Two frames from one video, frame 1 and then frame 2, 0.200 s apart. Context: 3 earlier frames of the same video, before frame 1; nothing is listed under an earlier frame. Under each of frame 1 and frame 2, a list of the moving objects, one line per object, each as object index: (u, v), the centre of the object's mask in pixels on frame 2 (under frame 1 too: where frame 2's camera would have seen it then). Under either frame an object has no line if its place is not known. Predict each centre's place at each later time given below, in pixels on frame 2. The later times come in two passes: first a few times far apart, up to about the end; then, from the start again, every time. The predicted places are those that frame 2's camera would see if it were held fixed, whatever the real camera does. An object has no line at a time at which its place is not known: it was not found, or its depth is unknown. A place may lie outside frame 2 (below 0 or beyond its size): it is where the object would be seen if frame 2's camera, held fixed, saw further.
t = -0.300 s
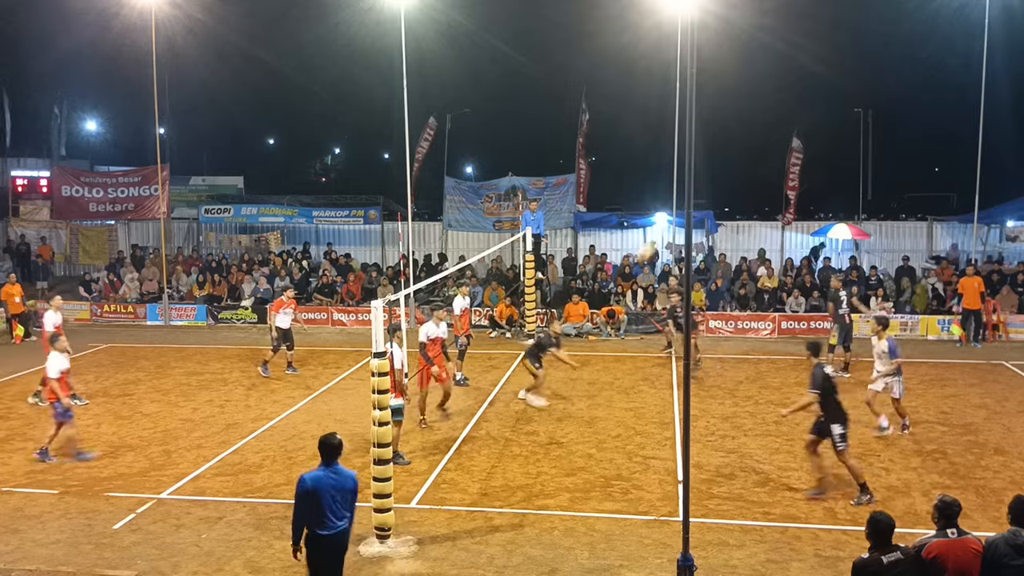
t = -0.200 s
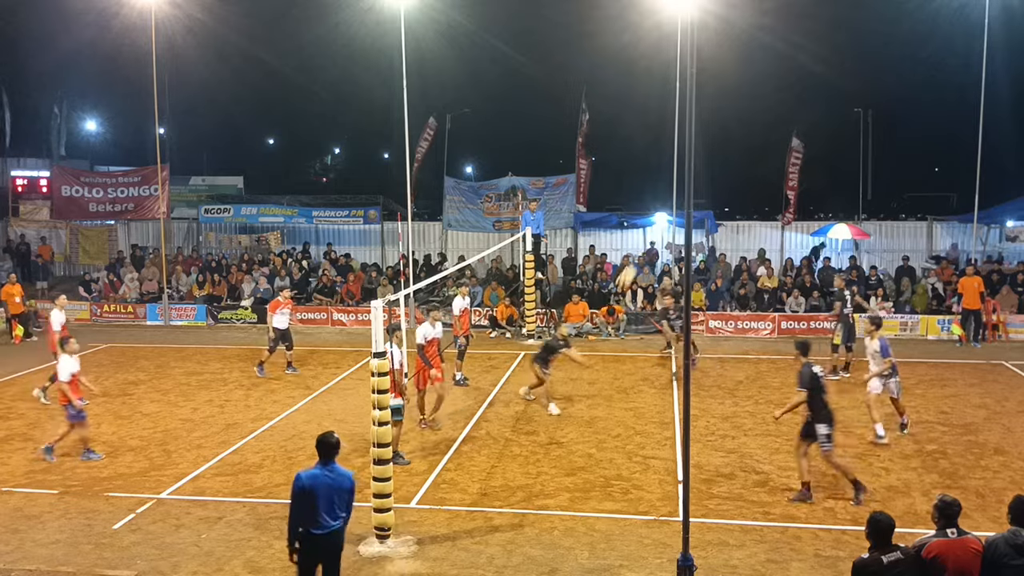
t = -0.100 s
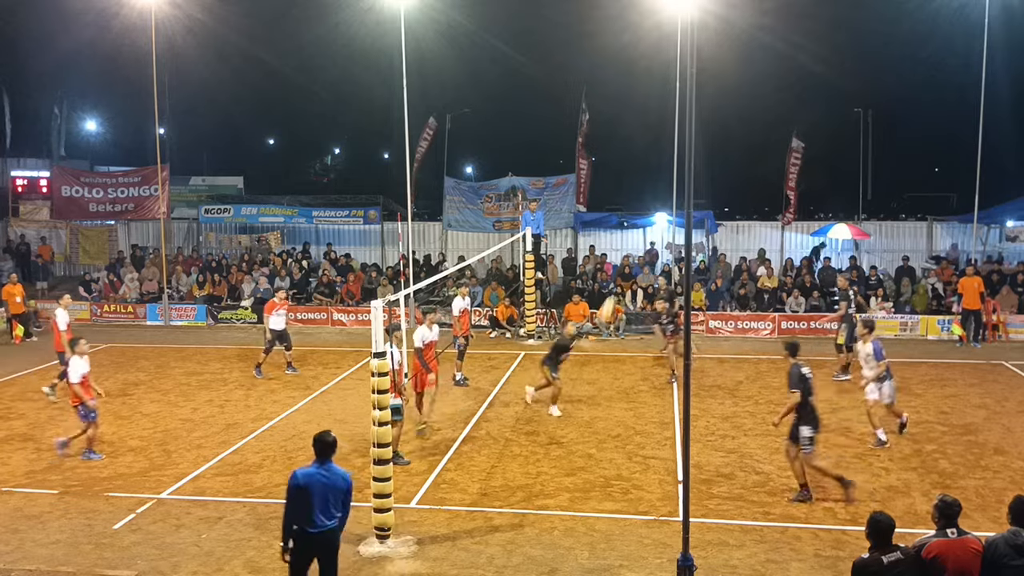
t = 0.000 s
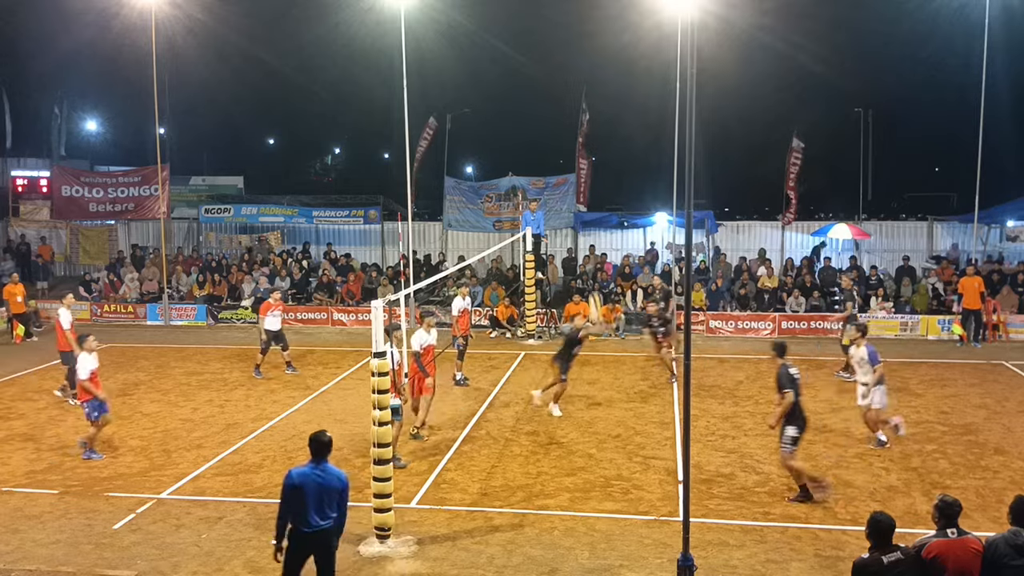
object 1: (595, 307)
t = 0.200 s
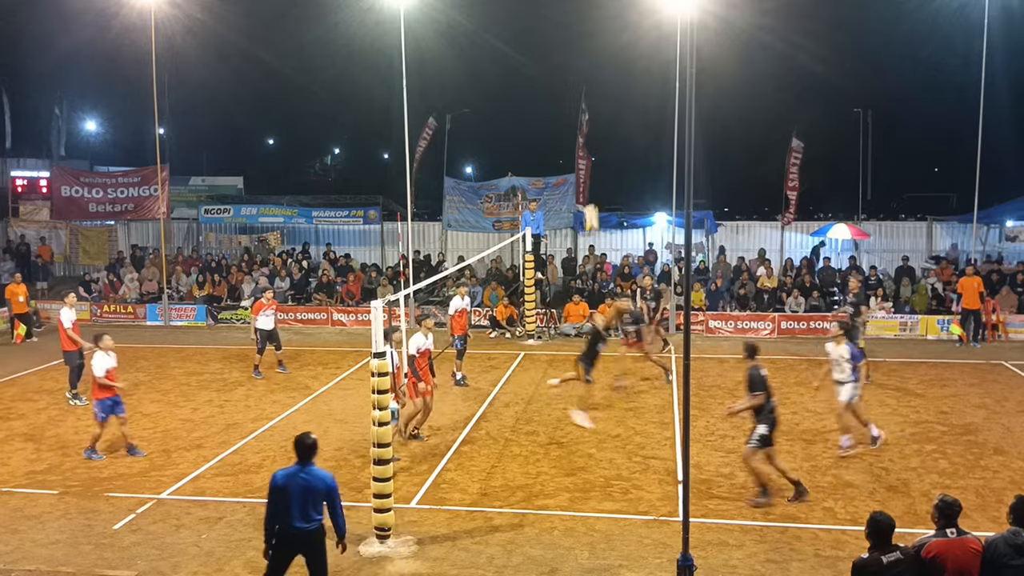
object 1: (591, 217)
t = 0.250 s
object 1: (590, 199)
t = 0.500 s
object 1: (583, 125)
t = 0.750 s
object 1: (574, 93)
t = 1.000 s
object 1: (565, 111)
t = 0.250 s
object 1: (590, 199)
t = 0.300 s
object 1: (588, 182)
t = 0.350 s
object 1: (587, 165)
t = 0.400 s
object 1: (586, 150)
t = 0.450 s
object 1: (584, 137)
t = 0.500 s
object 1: (583, 125)
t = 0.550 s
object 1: (581, 115)
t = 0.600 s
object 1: (579, 107)
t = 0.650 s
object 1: (578, 100)
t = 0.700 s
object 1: (576, 95)
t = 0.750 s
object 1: (574, 93)
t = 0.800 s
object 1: (573, 92)
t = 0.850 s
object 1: (571, 94)
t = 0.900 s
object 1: (569, 97)
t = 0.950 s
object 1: (567, 103)
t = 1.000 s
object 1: (565, 111)
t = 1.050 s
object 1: (563, 122)
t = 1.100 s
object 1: (561, 136)
